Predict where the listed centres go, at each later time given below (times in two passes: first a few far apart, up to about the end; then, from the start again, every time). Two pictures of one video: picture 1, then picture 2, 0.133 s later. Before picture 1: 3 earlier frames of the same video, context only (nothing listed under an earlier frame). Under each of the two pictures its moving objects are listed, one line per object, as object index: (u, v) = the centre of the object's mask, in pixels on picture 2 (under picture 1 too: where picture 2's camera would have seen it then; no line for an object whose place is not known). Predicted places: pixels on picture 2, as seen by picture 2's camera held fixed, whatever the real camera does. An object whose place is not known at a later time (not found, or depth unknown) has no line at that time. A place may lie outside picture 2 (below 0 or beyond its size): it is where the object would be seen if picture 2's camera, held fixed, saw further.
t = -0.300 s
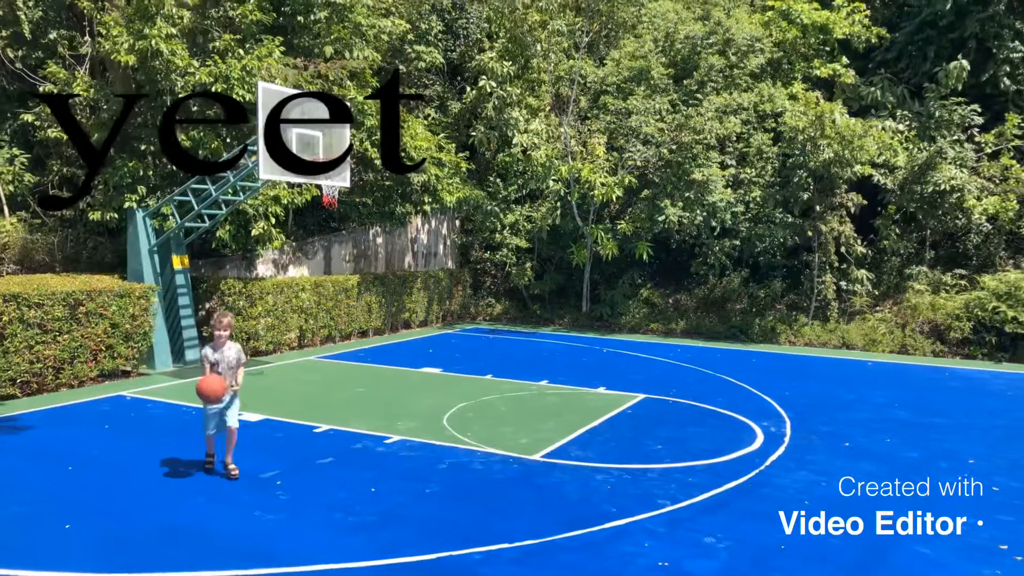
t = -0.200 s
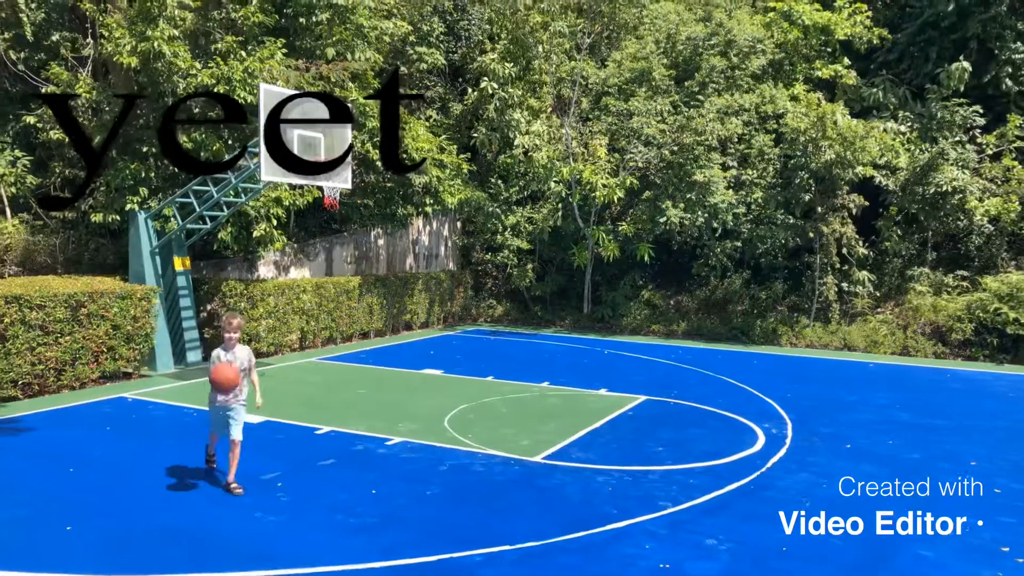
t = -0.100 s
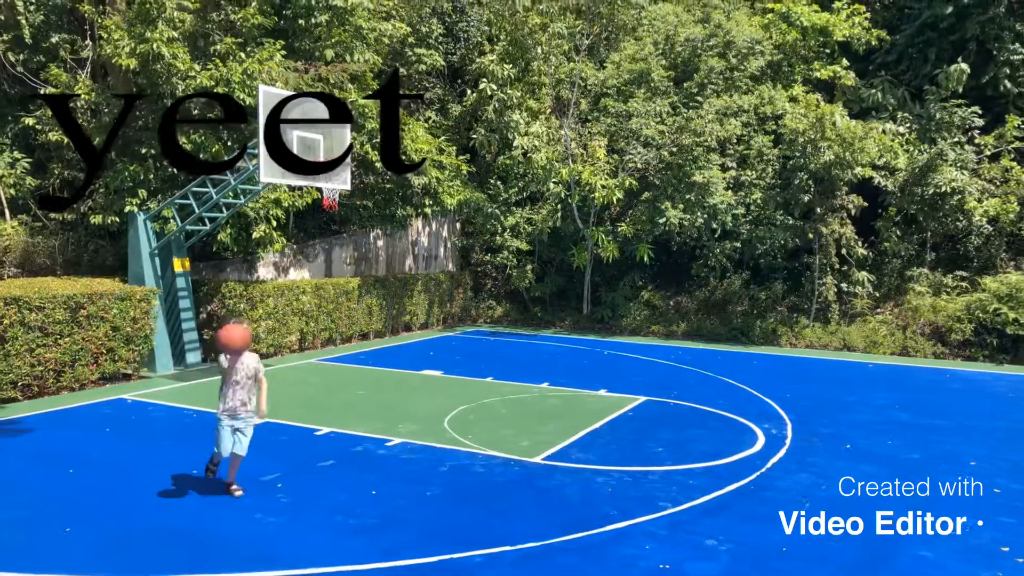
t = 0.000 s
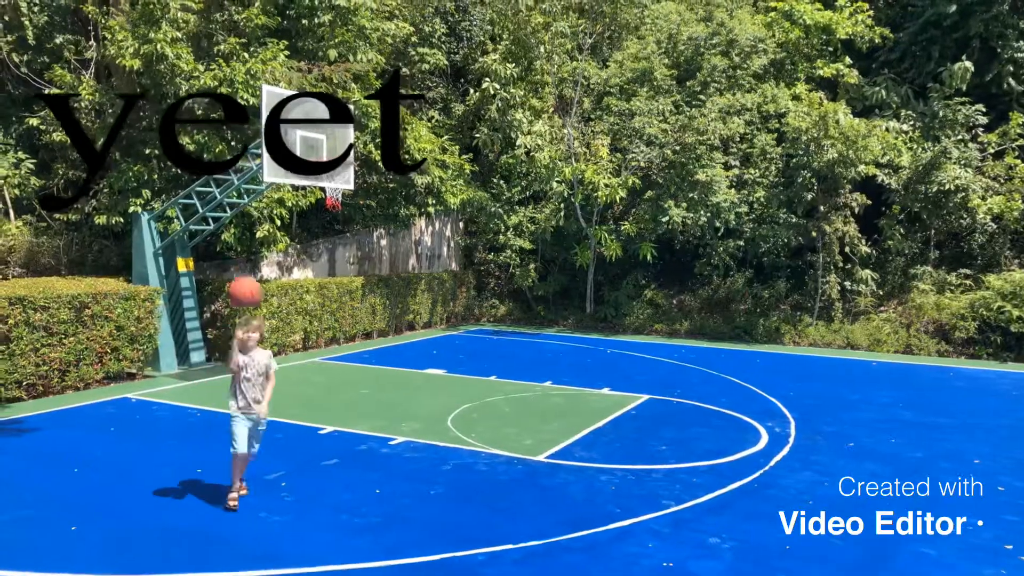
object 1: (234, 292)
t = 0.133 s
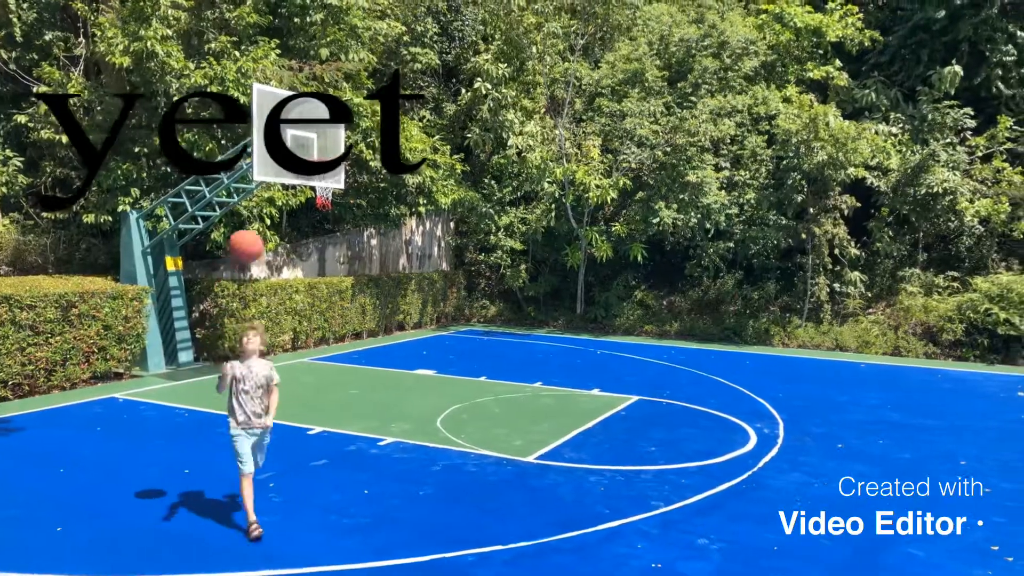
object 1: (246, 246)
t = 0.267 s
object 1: (259, 222)
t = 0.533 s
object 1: (291, 250)
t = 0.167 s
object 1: (249, 238)
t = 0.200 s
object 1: (251, 231)
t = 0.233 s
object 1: (256, 226)
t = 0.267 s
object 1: (259, 222)
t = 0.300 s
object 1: (263, 220)
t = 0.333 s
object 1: (267, 219)
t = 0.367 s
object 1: (271, 220)
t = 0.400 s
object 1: (274, 223)
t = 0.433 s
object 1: (278, 226)
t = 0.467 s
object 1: (282, 233)
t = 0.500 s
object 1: (286, 240)
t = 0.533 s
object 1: (291, 250)
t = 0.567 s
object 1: (294, 261)
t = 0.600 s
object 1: (298, 275)
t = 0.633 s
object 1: (303, 290)
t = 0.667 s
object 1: (307, 306)
